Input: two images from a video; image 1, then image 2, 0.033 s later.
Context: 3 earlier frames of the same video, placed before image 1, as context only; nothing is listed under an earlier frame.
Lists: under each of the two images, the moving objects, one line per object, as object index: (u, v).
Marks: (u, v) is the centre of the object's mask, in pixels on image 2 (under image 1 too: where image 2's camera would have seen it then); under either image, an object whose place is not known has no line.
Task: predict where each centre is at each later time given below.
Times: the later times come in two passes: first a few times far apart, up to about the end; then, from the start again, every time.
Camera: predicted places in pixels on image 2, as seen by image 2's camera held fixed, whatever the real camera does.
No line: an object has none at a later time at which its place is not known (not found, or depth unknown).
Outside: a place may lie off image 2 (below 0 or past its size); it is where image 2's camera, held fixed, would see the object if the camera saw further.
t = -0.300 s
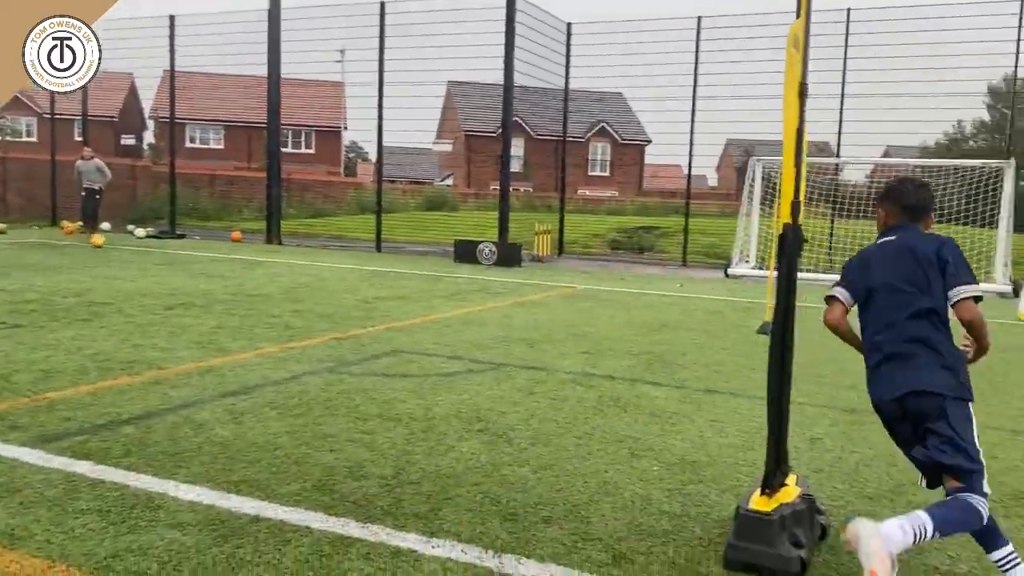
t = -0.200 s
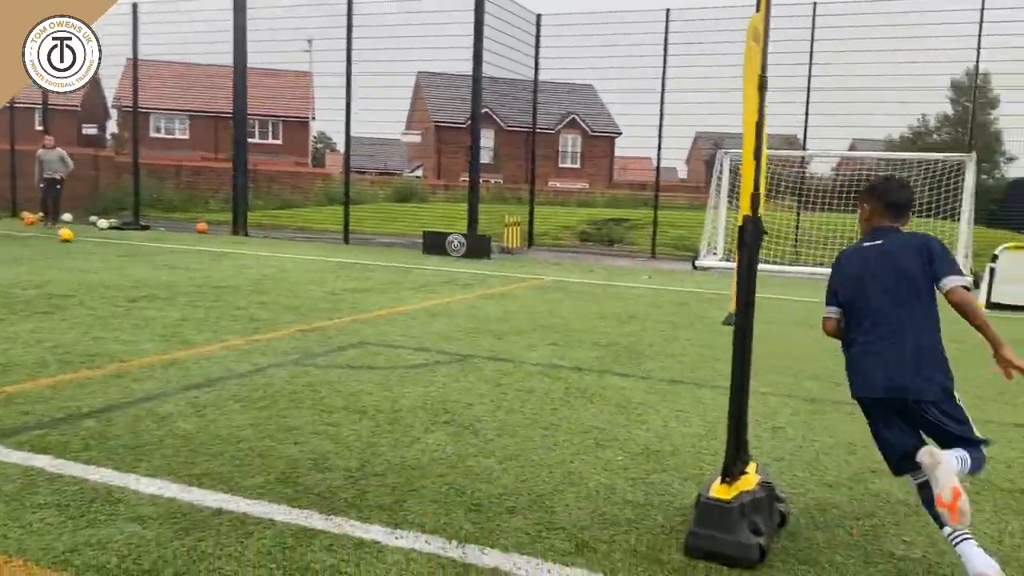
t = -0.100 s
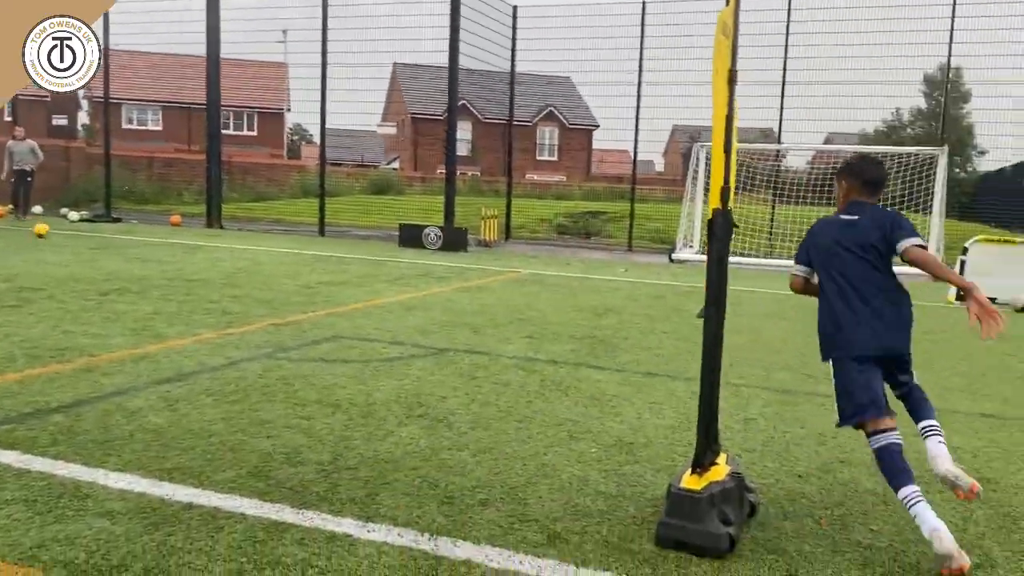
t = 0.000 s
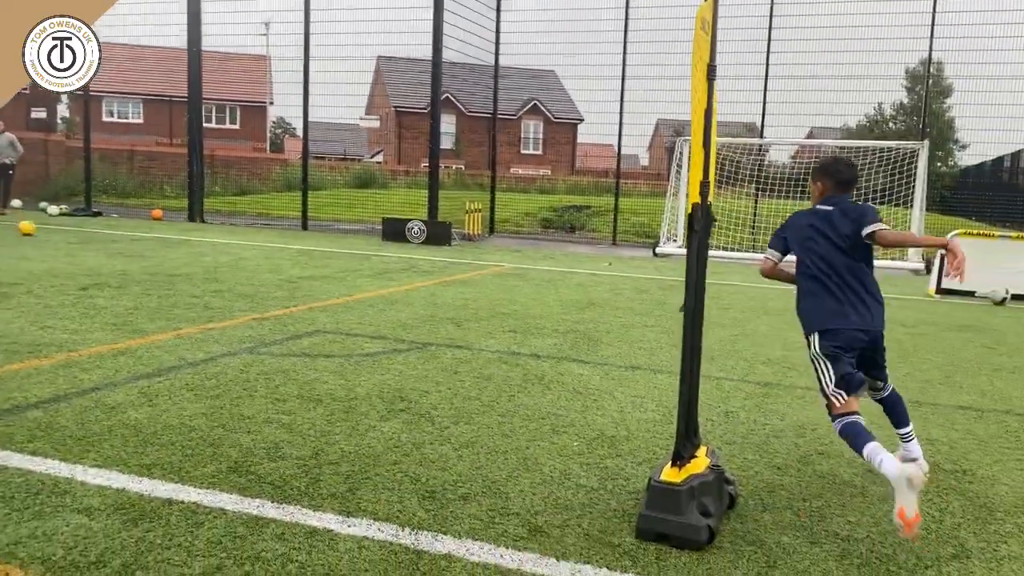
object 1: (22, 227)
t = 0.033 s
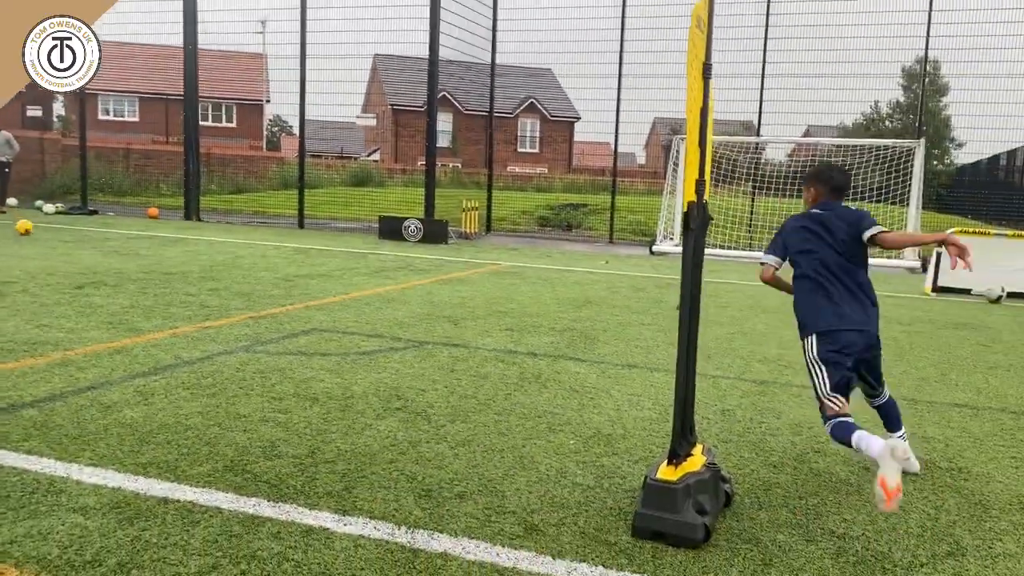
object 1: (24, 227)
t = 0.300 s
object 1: (42, 236)
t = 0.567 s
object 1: (63, 244)
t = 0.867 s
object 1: (91, 257)
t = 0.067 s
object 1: (26, 228)
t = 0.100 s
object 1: (29, 230)
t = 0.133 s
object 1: (31, 231)
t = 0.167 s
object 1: (33, 232)
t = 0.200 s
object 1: (35, 232)
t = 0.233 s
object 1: (38, 234)
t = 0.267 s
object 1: (40, 234)
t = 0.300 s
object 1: (42, 236)
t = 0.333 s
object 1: (45, 238)
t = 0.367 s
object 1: (48, 238)
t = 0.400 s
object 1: (50, 239)
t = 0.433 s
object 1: (53, 240)
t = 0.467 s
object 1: (55, 242)
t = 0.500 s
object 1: (58, 243)
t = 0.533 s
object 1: (60, 243)
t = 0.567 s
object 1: (63, 244)
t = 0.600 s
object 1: (66, 246)
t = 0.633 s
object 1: (69, 247)
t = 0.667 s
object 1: (72, 247)
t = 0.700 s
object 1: (75, 249)
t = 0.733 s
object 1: (78, 252)
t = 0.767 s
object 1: (82, 253)
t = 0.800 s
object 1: (85, 253)
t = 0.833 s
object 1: (88, 254)
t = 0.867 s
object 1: (91, 257)
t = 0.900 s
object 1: (94, 258)
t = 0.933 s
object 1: (97, 258)
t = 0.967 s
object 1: (100, 259)
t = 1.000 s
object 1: (104, 262)
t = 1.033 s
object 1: (107, 264)
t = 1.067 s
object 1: (110, 265)
